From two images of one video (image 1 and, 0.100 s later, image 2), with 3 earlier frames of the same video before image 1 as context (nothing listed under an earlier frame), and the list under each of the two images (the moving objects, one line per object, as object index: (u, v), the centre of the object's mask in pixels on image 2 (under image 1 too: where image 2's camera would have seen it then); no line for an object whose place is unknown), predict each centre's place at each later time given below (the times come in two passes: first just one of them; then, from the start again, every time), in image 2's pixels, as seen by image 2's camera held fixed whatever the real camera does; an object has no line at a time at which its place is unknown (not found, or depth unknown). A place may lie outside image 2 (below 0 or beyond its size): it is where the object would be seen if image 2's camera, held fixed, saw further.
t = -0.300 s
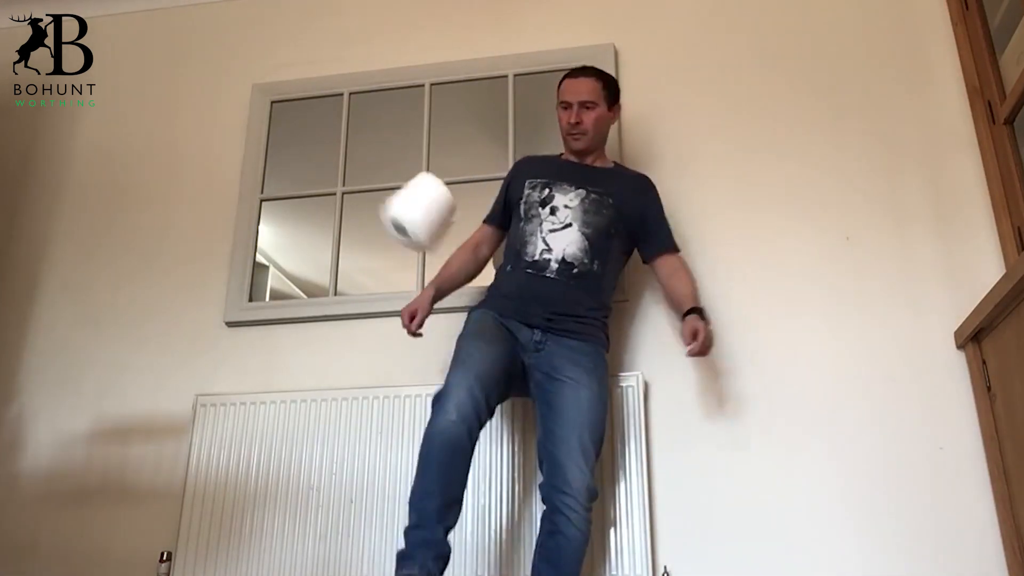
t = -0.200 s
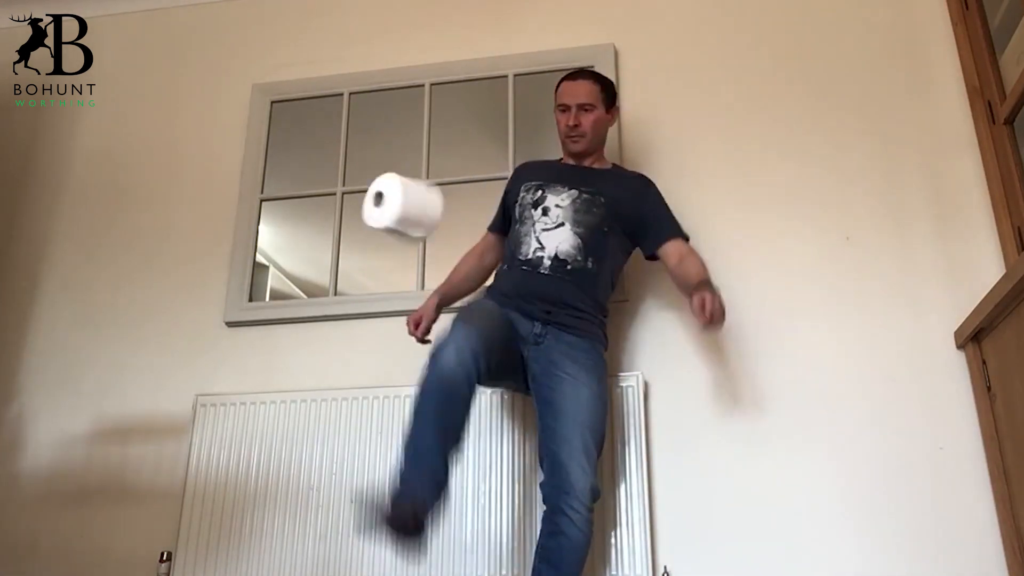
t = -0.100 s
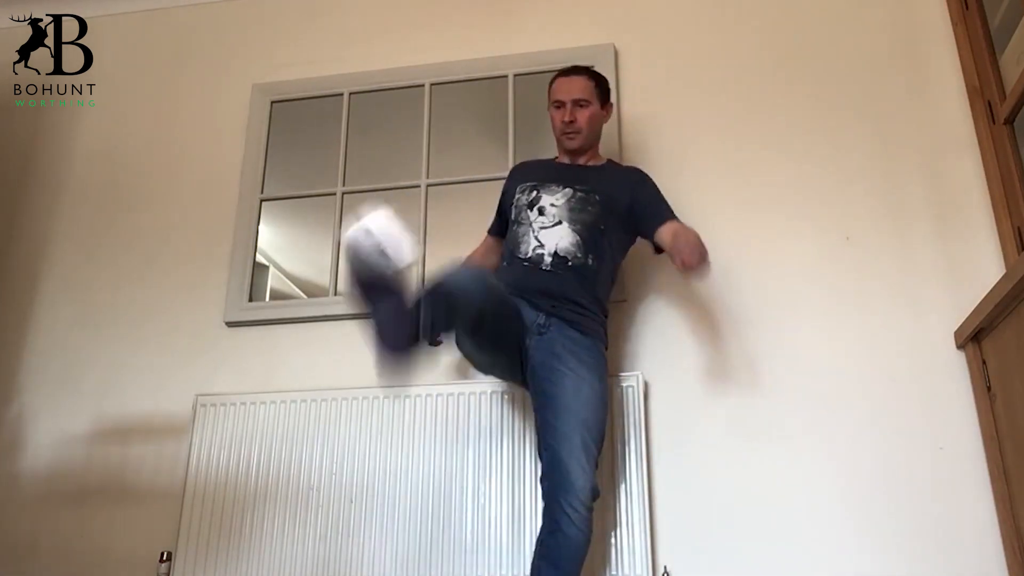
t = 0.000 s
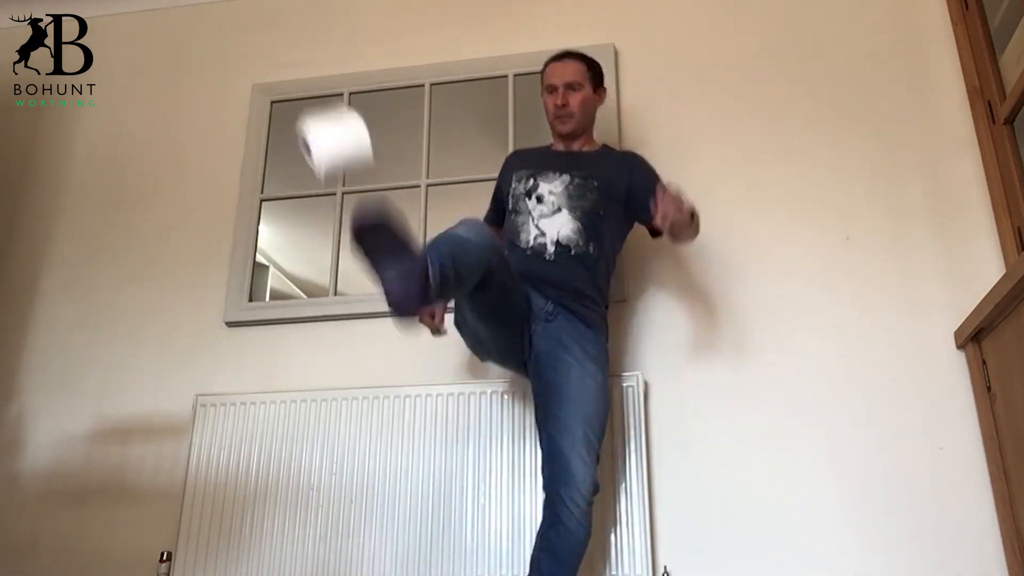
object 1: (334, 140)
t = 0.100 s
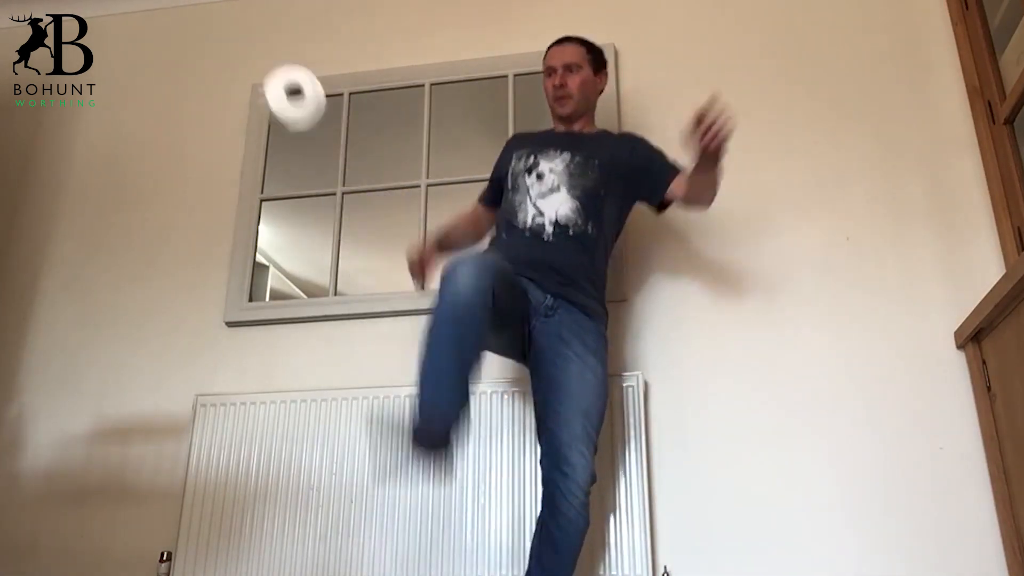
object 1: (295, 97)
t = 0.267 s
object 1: (224, 116)
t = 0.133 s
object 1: (281, 95)
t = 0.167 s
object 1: (266, 94)
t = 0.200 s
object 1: (249, 97)
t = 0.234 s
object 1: (236, 106)
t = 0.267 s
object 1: (224, 116)
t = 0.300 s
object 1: (210, 129)
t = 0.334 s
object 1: (193, 146)
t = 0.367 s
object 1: (177, 170)
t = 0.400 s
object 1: (160, 198)
